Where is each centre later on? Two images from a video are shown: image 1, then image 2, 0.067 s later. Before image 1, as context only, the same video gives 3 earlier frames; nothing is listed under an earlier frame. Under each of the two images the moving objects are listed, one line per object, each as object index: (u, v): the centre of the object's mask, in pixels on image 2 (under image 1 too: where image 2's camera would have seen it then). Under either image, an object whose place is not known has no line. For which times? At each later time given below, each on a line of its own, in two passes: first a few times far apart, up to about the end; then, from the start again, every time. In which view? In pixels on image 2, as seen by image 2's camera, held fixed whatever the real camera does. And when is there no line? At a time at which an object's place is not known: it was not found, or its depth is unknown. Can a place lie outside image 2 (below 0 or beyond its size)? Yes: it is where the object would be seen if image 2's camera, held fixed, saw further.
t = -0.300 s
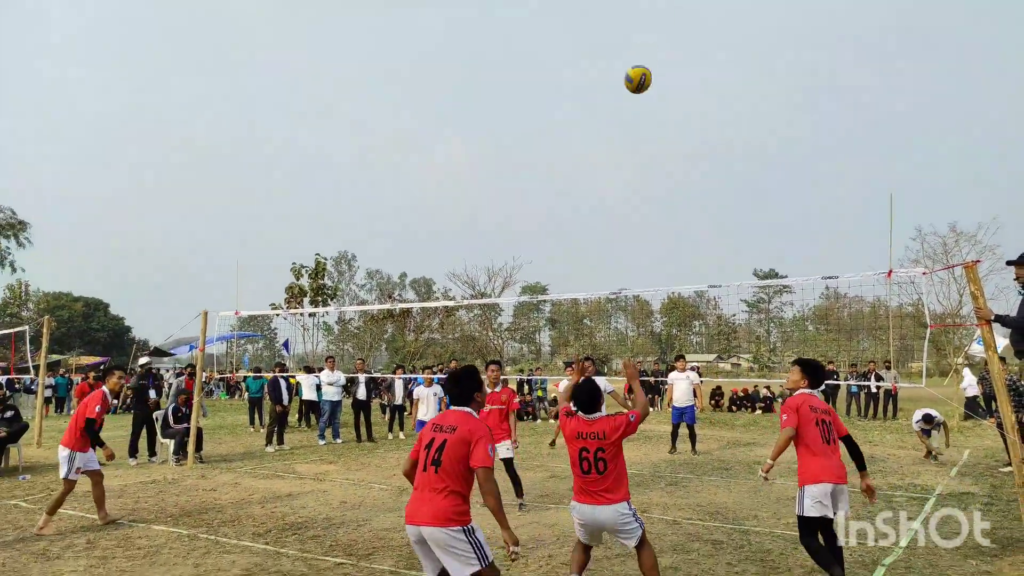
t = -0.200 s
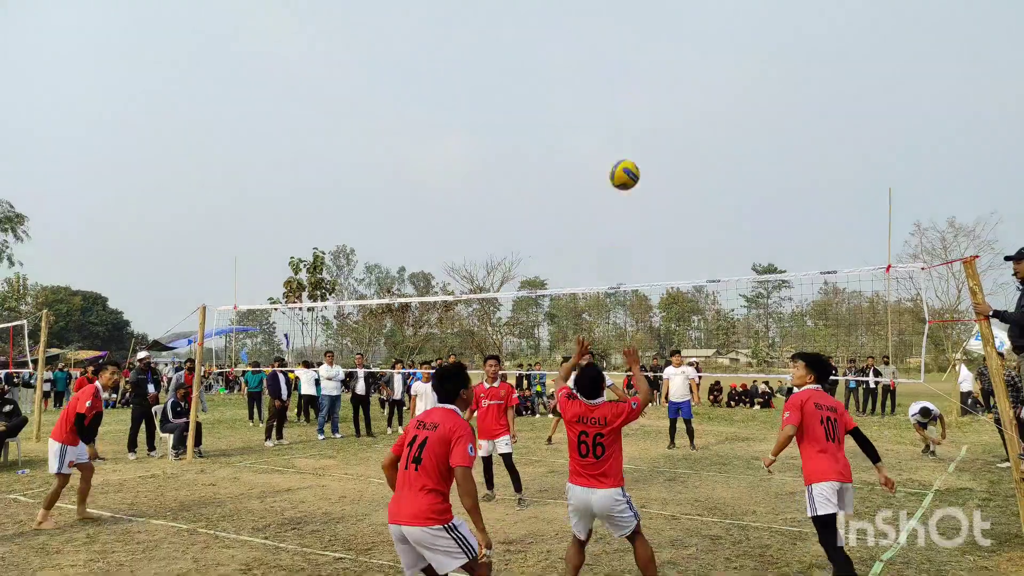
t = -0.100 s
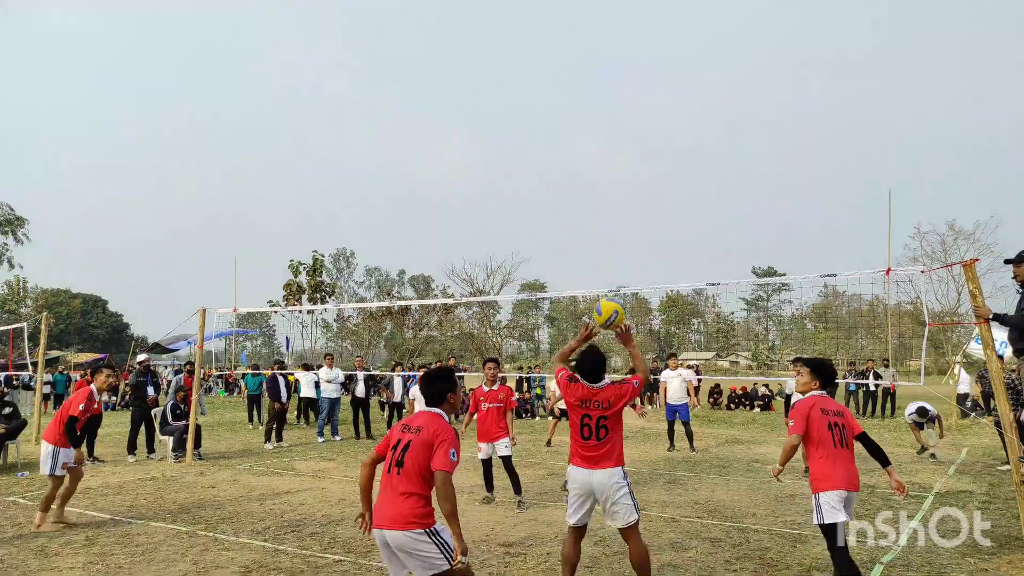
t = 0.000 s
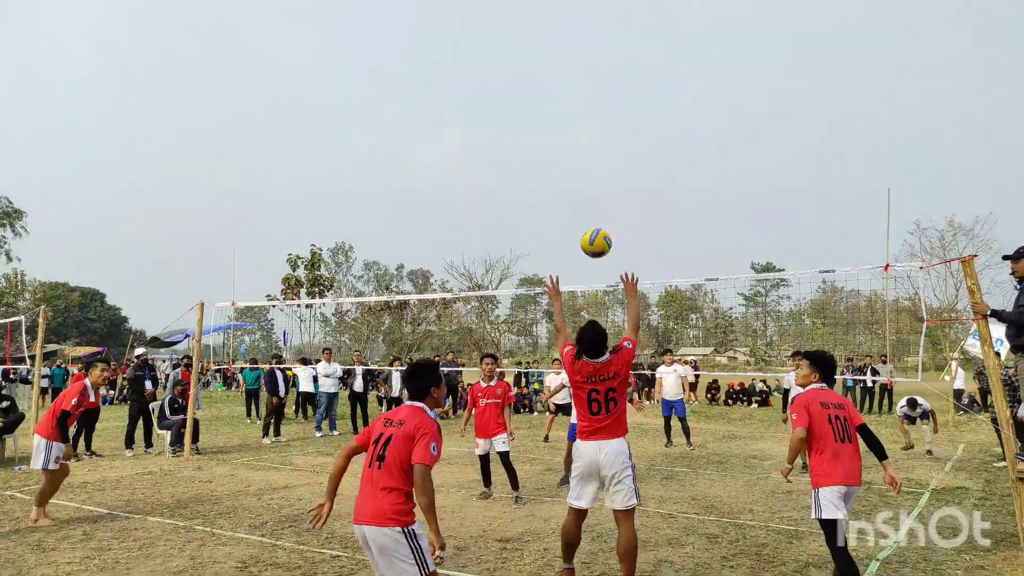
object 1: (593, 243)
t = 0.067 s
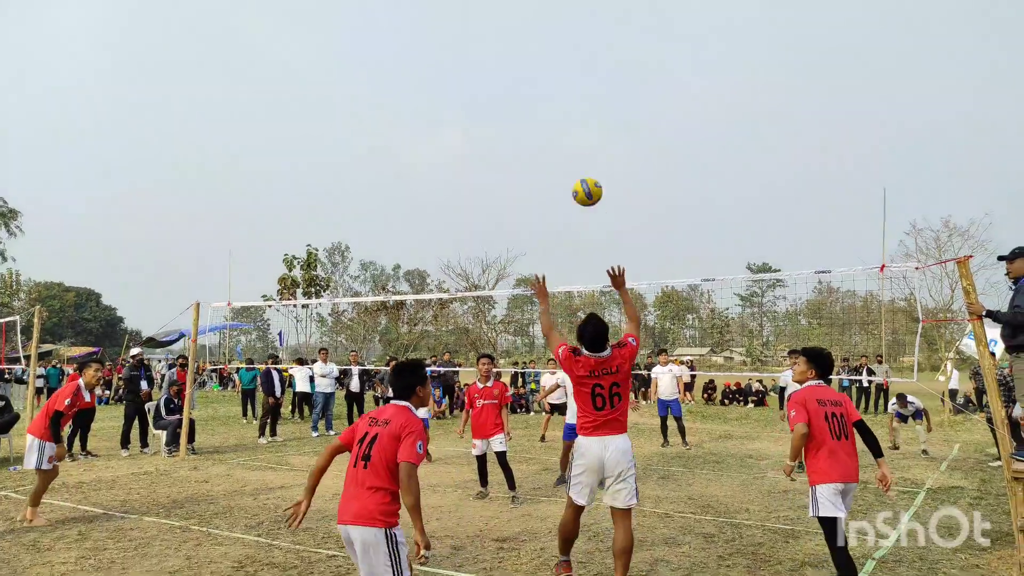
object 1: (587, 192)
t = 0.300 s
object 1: (571, 75)
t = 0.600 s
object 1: (559, 44)
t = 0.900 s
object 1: (551, 109)
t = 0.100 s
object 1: (585, 169)
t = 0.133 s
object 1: (582, 149)
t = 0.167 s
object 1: (581, 130)
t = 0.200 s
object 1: (579, 115)
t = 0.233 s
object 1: (576, 99)
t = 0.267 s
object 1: (573, 86)
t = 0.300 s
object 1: (571, 75)
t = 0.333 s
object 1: (568, 67)
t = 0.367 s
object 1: (566, 59)
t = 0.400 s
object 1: (565, 53)
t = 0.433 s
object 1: (563, 49)
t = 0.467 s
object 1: (562, 45)
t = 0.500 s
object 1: (561, 44)
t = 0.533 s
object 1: (560, 42)
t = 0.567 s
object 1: (559, 43)
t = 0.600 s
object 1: (559, 44)
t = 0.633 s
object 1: (558, 48)
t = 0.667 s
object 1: (557, 51)
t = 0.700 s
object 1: (555, 56)
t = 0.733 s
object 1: (554, 63)
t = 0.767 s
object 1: (553, 69)
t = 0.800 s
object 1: (552, 78)
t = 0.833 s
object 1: (551, 87)
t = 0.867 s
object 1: (551, 98)
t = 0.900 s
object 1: (551, 109)
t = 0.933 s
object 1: (551, 120)
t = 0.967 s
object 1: (550, 133)
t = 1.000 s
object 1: (551, 147)
